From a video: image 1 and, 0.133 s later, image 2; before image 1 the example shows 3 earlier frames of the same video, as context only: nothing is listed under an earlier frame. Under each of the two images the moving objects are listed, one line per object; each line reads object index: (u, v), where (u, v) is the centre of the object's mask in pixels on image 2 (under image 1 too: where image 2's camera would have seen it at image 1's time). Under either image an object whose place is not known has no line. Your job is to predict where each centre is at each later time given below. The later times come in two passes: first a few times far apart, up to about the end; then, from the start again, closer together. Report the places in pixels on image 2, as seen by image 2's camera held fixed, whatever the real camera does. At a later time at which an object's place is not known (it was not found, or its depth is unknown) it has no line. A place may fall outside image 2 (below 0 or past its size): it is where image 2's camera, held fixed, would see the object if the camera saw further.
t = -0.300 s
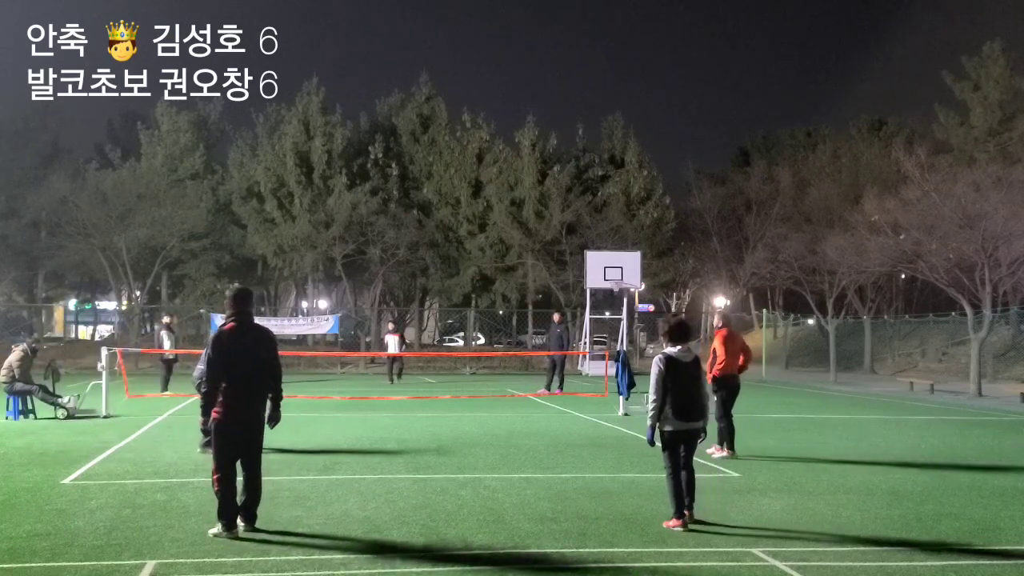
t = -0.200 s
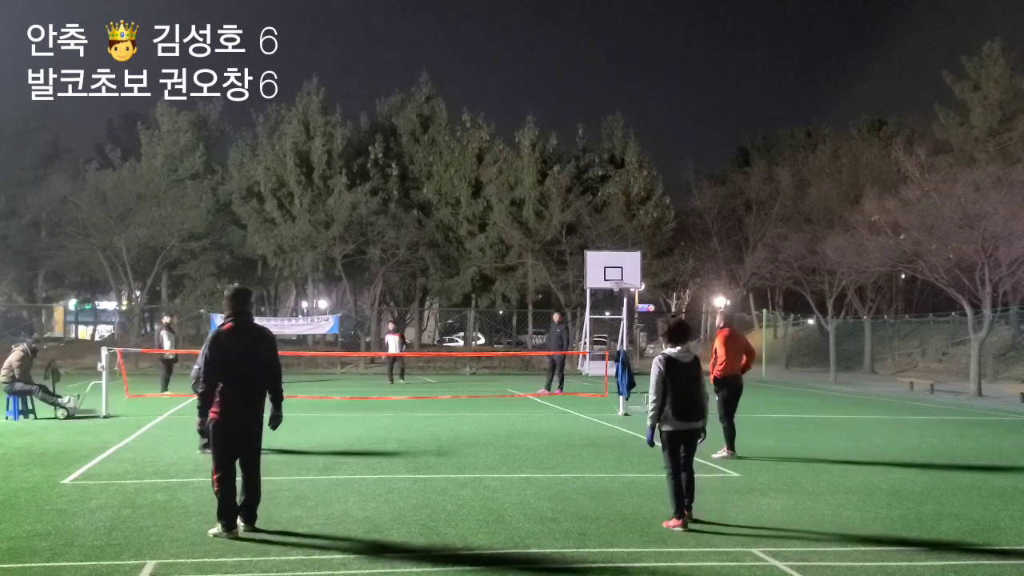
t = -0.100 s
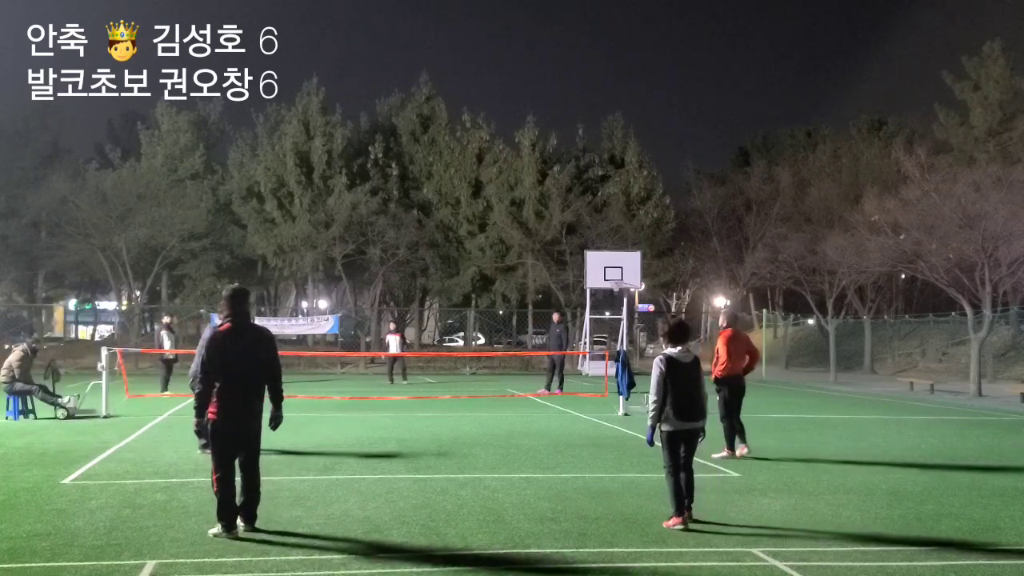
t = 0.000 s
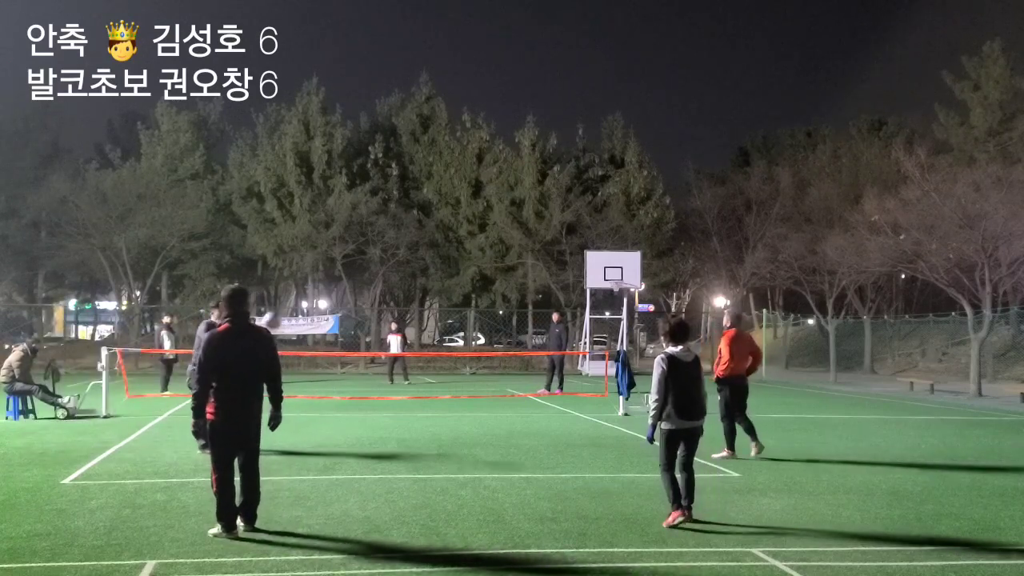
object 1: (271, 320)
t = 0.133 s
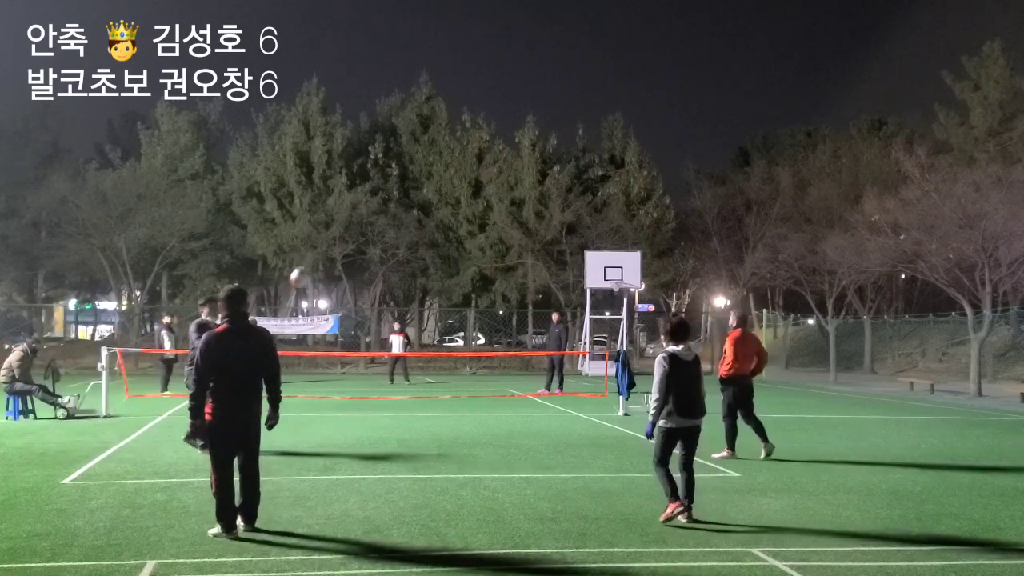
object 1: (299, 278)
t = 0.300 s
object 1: (337, 242)
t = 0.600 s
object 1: (403, 247)
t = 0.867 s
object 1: (462, 328)
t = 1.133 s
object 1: (530, 487)
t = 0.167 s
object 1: (308, 268)
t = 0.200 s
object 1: (315, 260)
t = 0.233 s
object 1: (322, 254)
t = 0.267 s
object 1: (330, 248)
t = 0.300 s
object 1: (337, 242)
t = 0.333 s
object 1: (344, 238)
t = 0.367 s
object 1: (351, 235)
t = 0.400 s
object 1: (359, 234)
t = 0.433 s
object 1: (367, 233)
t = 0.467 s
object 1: (374, 234)
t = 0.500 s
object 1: (382, 235)
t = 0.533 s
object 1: (388, 238)
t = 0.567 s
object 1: (395, 242)
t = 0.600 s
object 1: (403, 247)
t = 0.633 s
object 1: (413, 254)
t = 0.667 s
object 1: (421, 261)
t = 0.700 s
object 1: (428, 269)
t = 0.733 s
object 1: (435, 280)
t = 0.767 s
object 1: (444, 292)
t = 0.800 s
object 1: (451, 304)
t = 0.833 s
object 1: (458, 318)
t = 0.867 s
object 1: (462, 328)
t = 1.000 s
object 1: (499, 406)
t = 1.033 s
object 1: (507, 429)
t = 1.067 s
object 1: (515, 452)
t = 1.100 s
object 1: (522, 478)
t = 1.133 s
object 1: (530, 487)
